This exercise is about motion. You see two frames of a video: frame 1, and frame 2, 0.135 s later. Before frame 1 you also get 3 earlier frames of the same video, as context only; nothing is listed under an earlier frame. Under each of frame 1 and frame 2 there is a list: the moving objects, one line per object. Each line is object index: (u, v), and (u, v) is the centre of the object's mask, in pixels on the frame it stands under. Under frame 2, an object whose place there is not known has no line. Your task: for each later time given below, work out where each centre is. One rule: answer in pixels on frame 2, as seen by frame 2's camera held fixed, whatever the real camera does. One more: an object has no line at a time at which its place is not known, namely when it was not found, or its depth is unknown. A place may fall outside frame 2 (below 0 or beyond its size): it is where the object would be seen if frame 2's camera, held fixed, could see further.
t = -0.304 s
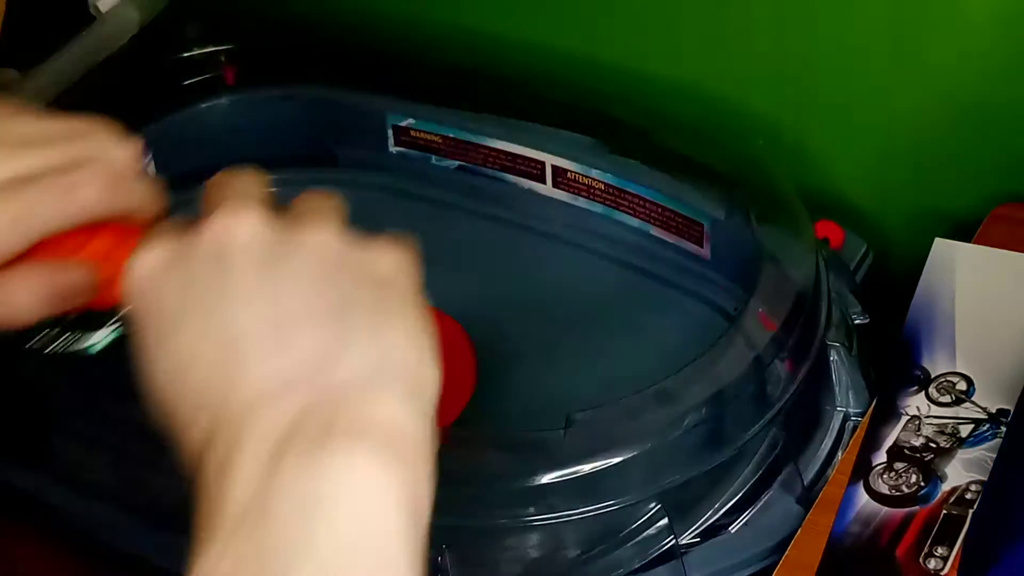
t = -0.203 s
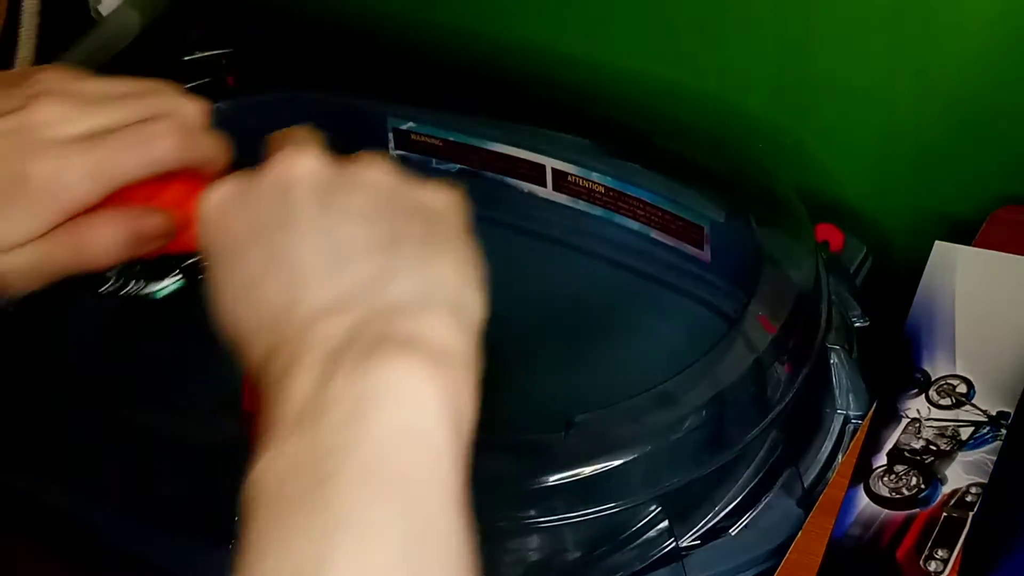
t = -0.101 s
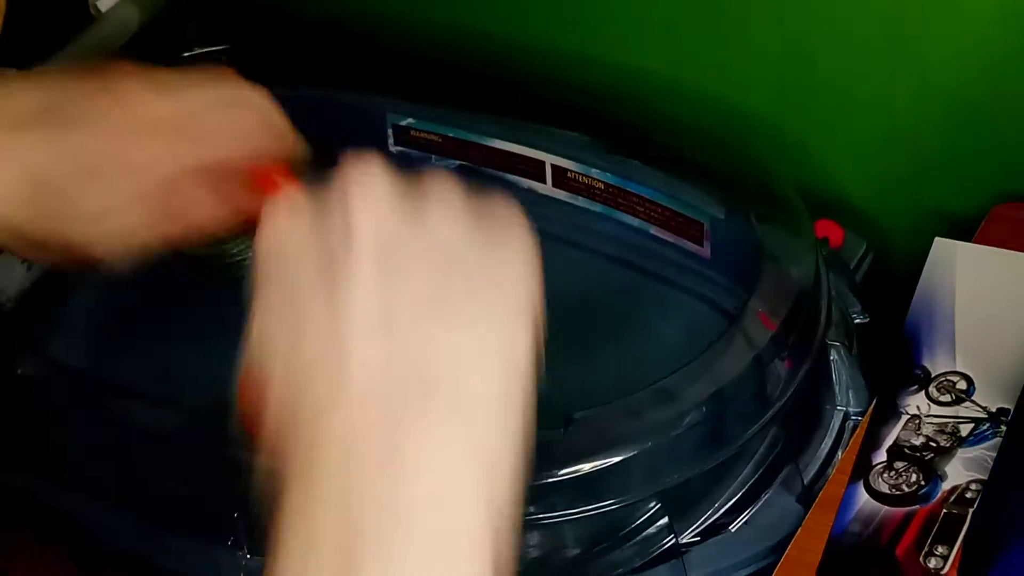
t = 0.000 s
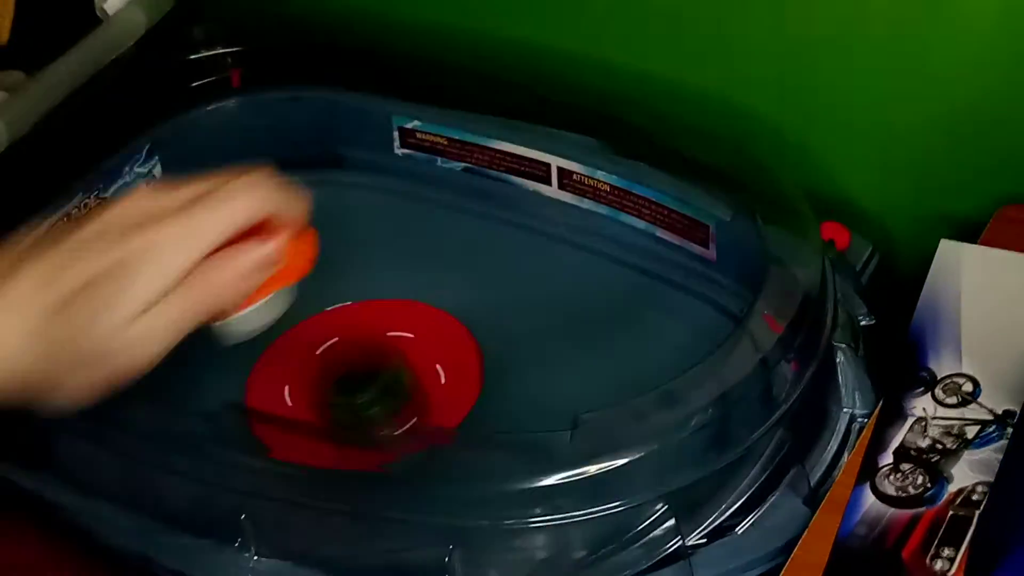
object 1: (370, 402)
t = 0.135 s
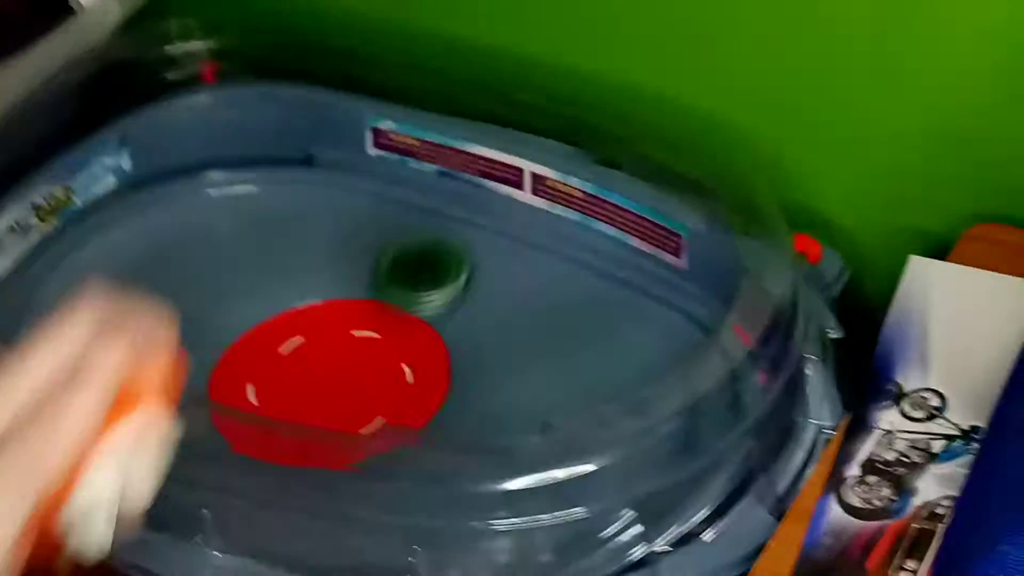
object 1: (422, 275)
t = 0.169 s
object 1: (440, 263)
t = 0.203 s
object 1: (454, 259)
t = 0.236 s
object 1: (459, 228)
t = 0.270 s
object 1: (462, 208)
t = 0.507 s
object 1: (343, 278)
